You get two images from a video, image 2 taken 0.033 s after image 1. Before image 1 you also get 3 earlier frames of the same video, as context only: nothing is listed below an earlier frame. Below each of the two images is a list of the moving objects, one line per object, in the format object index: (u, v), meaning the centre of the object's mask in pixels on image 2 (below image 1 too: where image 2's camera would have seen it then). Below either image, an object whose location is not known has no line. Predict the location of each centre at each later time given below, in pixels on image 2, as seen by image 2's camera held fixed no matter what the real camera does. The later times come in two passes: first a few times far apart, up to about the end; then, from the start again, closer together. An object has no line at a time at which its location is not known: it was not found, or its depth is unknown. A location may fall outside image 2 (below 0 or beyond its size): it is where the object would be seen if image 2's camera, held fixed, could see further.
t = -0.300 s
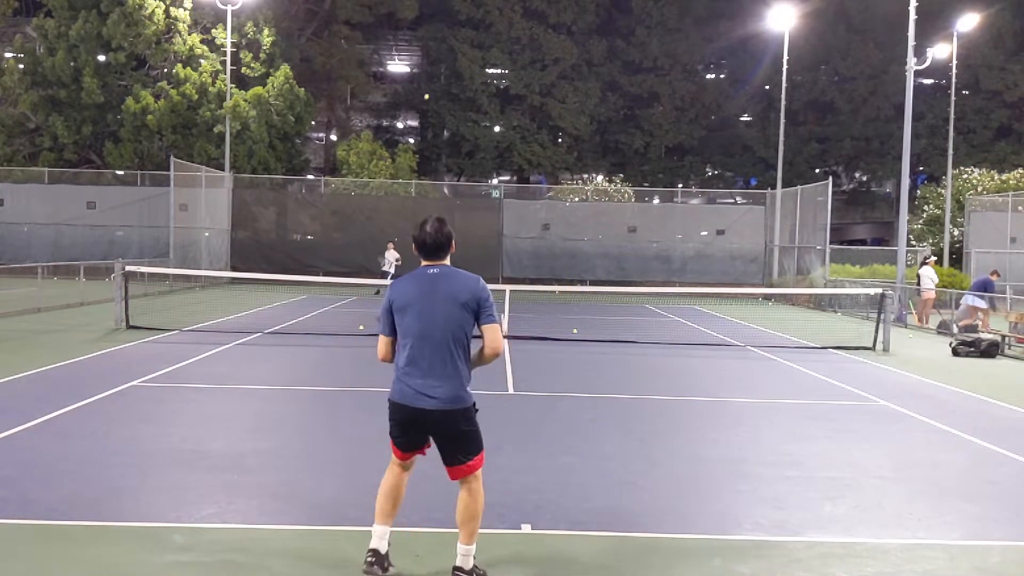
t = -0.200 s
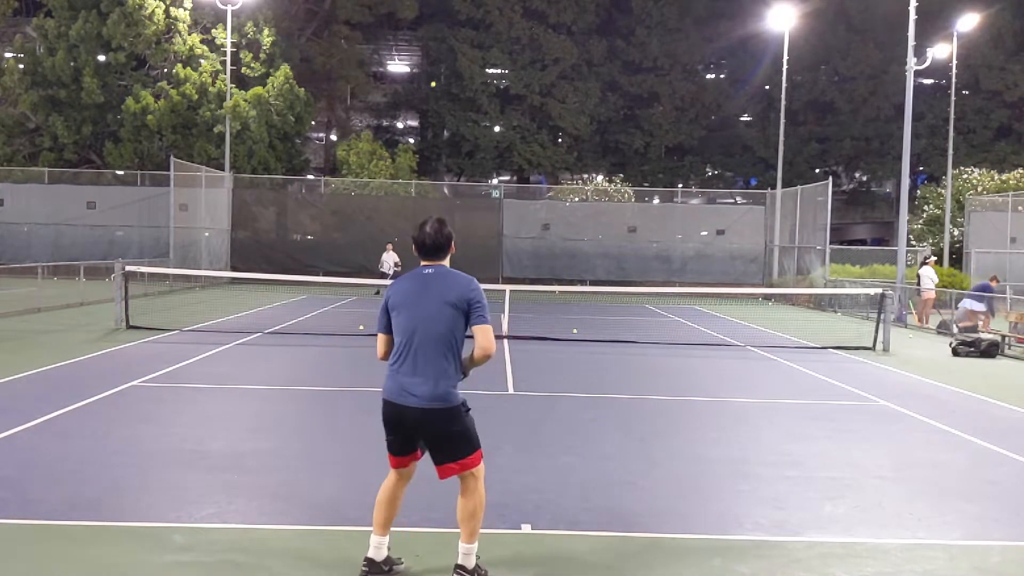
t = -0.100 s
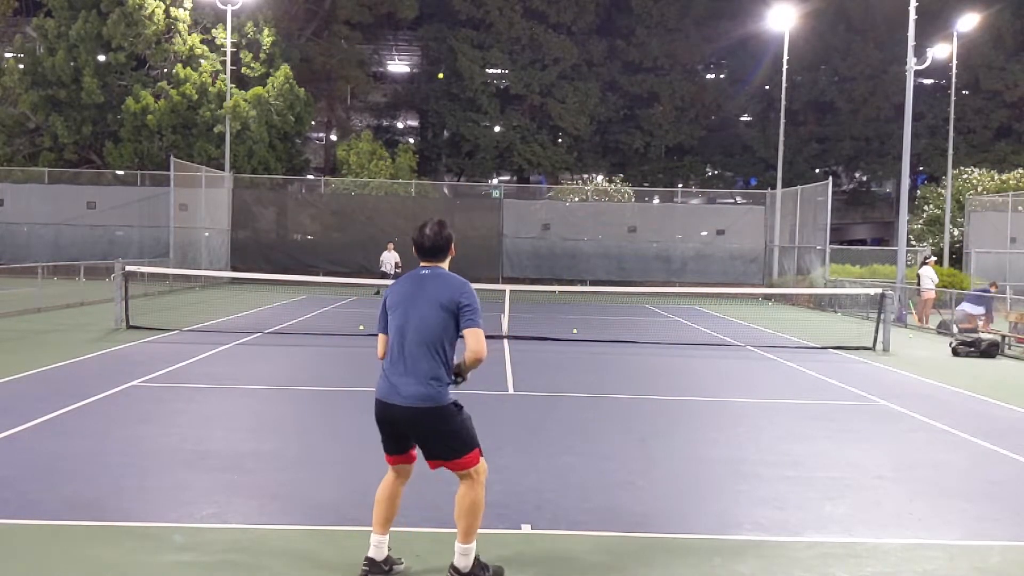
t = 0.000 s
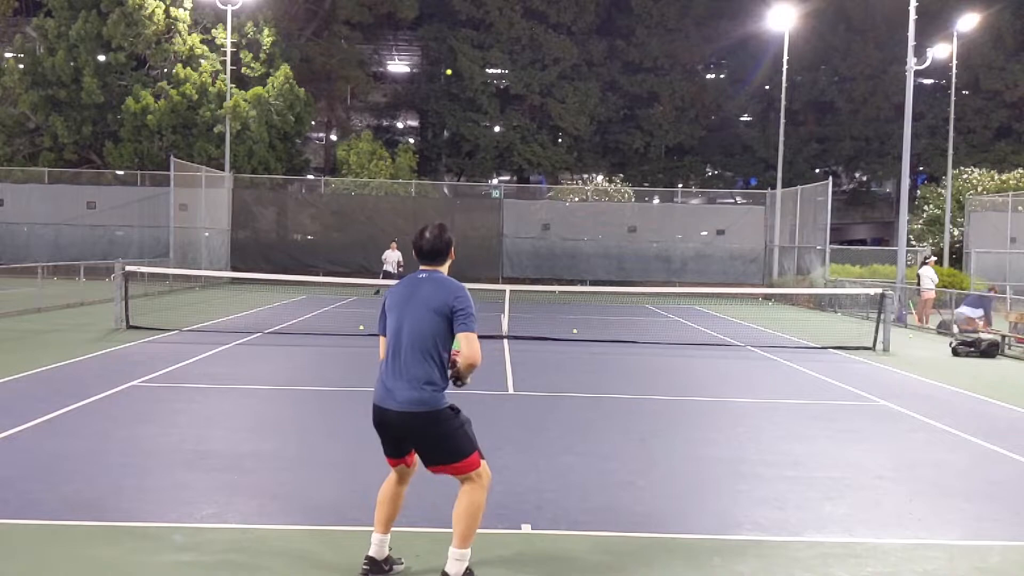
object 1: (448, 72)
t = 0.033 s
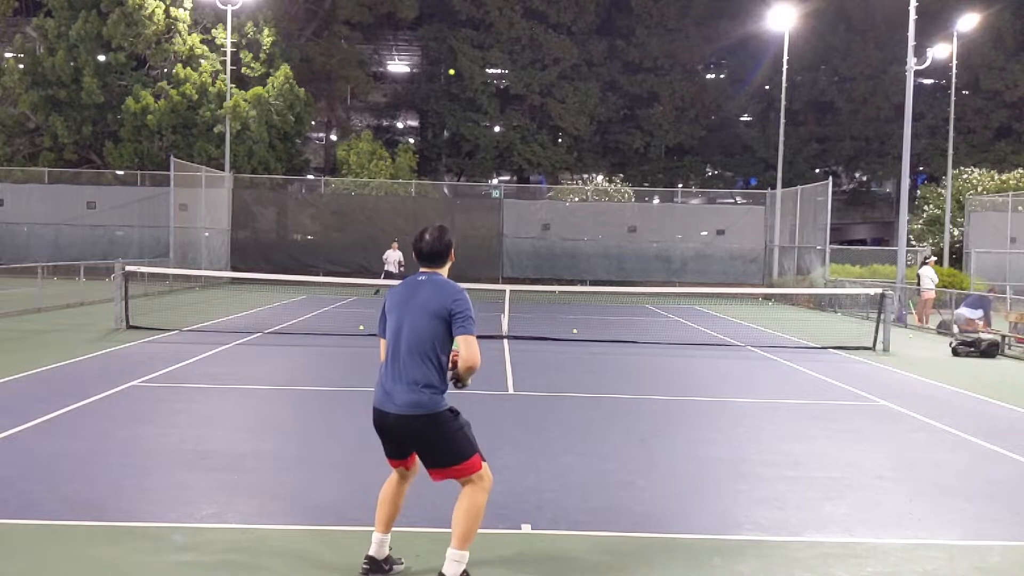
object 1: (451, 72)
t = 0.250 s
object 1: (473, 91)
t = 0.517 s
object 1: (511, 182)
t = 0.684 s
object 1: (544, 301)
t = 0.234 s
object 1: (472, 88)
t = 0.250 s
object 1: (473, 91)
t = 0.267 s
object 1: (475, 94)
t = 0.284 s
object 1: (477, 98)
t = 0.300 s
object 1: (480, 102)
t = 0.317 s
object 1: (482, 106)
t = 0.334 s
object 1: (484, 110)
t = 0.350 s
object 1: (486, 115)
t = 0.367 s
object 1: (488, 120)
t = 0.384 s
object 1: (490, 125)
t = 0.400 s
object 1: (493, 131)
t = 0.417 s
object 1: (495, 137)
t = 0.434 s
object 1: (498, 143)
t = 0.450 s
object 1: (500, 150)
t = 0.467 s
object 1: (503, 158)
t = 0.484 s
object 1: (506, 165)
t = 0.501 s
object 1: (508, 173)
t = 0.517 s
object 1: (511, 182)
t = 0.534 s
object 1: (514, 192)
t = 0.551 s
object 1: (517, 201)
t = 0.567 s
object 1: (520, 212)
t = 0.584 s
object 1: (523, 222)
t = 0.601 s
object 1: (526, 234)
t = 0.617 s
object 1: (530, 246)
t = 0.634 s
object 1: (533, 259)
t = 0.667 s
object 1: (540, 286)
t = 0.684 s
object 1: (544, 301)
